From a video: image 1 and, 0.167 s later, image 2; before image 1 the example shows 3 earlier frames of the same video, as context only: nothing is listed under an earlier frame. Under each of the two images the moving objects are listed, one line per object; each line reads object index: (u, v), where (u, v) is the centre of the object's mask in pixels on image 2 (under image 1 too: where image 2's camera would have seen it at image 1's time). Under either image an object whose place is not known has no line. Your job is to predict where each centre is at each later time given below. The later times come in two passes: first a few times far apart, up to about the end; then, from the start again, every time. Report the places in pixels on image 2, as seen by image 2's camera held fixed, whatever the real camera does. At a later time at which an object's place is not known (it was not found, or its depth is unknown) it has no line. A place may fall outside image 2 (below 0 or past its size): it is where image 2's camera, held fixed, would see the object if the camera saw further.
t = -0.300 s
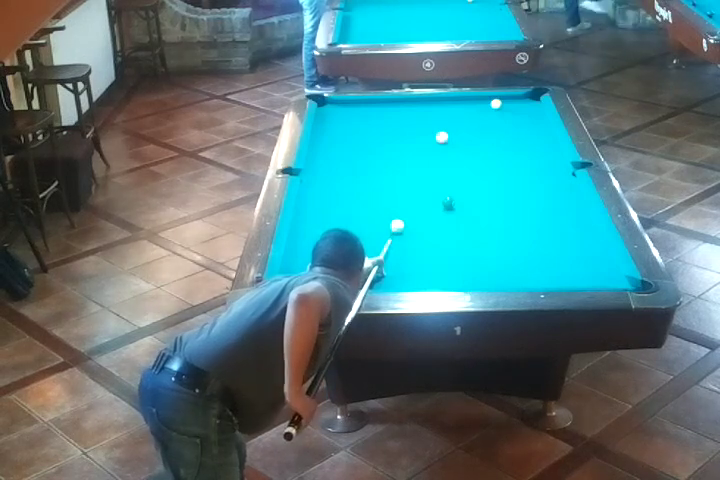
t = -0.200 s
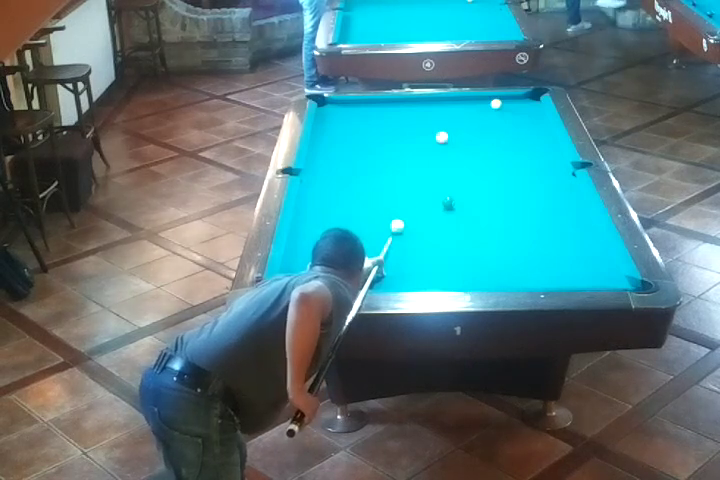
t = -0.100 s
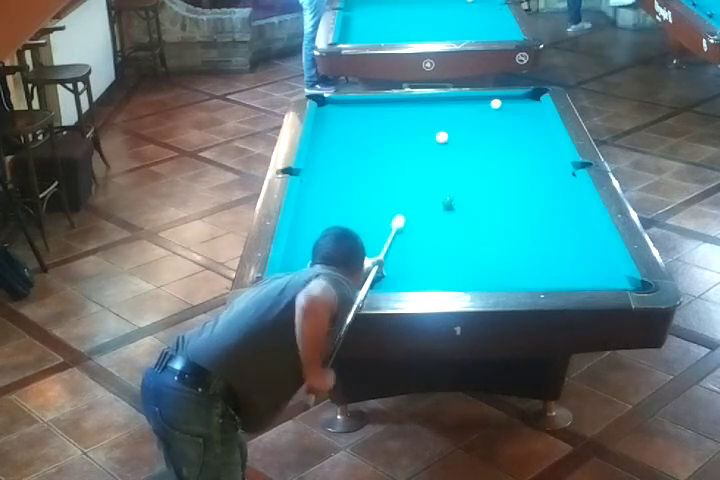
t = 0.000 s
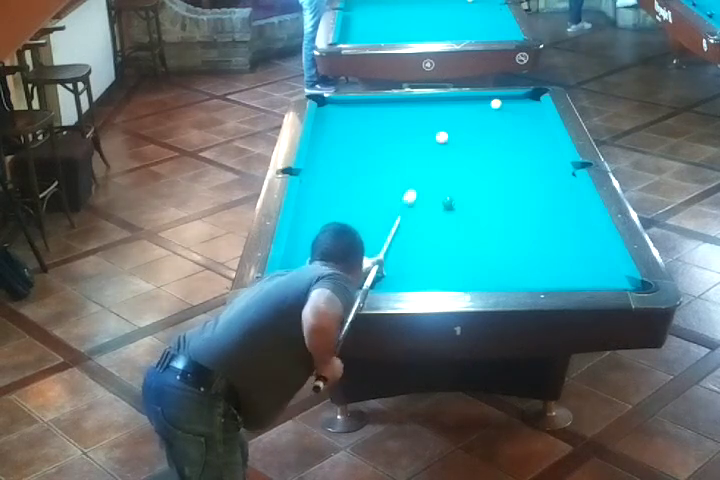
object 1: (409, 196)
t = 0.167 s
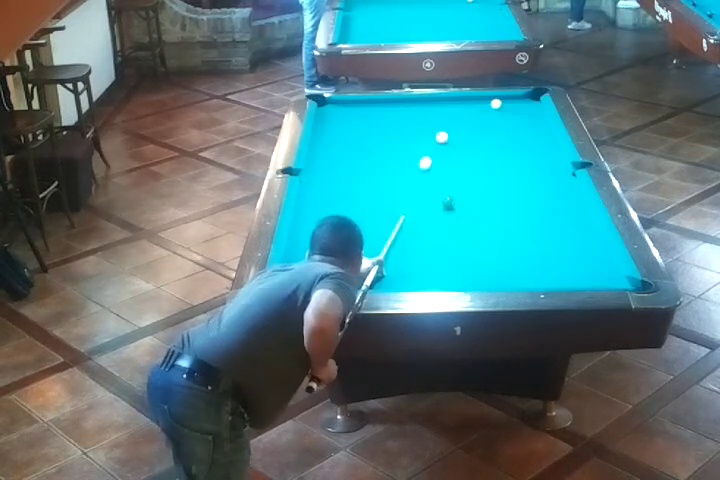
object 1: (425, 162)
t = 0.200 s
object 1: (428, 157)
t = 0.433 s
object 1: (415, 134)
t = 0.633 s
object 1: (393, 122)
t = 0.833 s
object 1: (375, 111)
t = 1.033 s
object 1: (358, 100)
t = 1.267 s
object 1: (342, 107)
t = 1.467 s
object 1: (328, 114)
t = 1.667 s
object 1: (320, 121)
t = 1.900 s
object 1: (327, 127)
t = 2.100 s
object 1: (333, 132)
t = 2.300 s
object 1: (338, 137)
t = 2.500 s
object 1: (344, 143)
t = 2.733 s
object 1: (351, 149)
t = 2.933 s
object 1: (356, 154)
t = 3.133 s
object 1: (362, 158)
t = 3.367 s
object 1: (368, 164)
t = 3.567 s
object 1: (374, 169)
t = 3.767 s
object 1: (379, 173)
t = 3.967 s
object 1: (384, 178)
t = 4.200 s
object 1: (389, 183)
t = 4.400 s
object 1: (393, 187)
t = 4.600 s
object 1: (397, 191)
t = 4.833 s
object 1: (402, 195)
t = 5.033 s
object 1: (406, 199)
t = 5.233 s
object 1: (410, 202)
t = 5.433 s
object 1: (413, 205)
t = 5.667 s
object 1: (416, 208)
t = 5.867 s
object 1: (419, 211)
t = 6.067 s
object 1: (422, 214)
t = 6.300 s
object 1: (424, 216)
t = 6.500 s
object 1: (426, 218)
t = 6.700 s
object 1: (427, 219)
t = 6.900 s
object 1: (428, 220)
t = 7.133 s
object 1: (428, 221)
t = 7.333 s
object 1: (428, 222)
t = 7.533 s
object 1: (428, 222)
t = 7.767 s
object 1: (428, 222)
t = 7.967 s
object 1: (428, 222)
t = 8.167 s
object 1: (428, 222)
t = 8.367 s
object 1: (428, 222)
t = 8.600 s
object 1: (428, 222)
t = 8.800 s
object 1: (428, 222)
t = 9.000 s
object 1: (428, 222)
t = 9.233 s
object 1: (428, 222)
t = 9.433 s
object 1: (428, 222)
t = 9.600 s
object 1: (428, 222)
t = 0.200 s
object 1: (428, 157)
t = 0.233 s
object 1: (430, 151)
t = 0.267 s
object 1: (433, 146)
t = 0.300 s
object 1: (434, 141)
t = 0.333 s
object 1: (431, 138)
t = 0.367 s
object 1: (425, 137)
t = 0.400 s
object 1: (420, 136)
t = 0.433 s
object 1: (415, 134)
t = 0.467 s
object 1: (411, 132)
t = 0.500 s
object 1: (407, 130)
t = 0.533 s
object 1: (403, 128)
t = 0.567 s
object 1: (400, 126)
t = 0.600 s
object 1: (397, 124)
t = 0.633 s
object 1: (393, 122)
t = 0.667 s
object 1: (390, 120)
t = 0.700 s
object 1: (387, 118)
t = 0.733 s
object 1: (384, 116)
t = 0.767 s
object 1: (381, 114)
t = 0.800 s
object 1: (378, 112)
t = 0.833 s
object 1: (375, 111)
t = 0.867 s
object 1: (372, 109)
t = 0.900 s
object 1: (369, 107)
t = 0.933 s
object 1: (366, 105)
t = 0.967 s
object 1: (363, 104)
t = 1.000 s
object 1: (360, 102)
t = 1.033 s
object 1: (358, 100)
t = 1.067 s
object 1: (355, 101)
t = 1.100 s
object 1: (353, 102)
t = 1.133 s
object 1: (351, 103)
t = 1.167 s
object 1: (349, 104)
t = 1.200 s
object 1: (346, 106)
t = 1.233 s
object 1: (344, 107)
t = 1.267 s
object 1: (342, 107)
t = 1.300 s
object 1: (340, 109)
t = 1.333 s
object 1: (337, 110)
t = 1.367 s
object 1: (335, 111)
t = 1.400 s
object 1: (332, 112)
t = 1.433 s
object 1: (330, 113)
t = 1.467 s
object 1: (328, 114)
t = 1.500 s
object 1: (325, 116)
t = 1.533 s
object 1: (323, 117)
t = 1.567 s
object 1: (321, 118)
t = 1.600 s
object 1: (319, 119)
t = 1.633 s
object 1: (319, 120)
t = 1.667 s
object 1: (320, 121)
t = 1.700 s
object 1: (321, 122)
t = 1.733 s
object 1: (322, 123)
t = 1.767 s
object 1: (323, 123)
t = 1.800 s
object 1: (324, 124)
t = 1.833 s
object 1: (325, 125)
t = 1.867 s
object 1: (326, 126)
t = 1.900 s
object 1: (327, 127)
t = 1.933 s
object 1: (327, 128)
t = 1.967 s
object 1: (329, 129)
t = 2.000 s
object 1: (330, 130)
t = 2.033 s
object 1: (330, 131)
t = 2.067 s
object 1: (331, 131)
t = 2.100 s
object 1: (333, 132)
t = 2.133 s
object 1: (333, 133)
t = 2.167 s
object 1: (334, 134)
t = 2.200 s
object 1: (335, 135)
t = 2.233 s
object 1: (336, 136)
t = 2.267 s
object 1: (337, 137)
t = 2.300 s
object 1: (338, 137)
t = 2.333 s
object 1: (339, 138)
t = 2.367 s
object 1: (340, 139)
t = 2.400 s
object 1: (341, 140)
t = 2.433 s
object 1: (342, 141)
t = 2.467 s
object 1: (343, 142)
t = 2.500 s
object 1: (344, 143)
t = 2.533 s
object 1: (345, 144)
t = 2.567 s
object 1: (346, 144)
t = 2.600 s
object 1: (347, 145)
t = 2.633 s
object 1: (348, 146)
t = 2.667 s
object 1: (349, 147)
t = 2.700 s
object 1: (350, 148)
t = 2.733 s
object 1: (351, 149)
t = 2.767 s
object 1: (351, 150)
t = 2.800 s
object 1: (353, 150)
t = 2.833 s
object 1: (353, 151)
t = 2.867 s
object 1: (355, 152)
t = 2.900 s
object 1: (356, 153)
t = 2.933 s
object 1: (356, 154)
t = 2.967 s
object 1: (357, 154)
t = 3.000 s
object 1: (358, 155)
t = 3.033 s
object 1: (359, 156)
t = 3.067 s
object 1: (360, 157)
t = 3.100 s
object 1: (361, 158)
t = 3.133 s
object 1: (362, 158)
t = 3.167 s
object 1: (363, 159)
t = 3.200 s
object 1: (364, 160)
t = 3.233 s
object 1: (365, 161)
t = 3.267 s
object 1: (366, 162)
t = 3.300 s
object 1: (367, 162)
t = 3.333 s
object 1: (367, 163)
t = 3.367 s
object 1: (368, 164)
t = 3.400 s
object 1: (369, 165)
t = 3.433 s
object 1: (370, 166)
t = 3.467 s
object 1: (371, 166)
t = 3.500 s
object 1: (372, 167)
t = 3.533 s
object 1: (373, 168)
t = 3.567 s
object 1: (374, 169)
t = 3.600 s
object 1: (374, 170)
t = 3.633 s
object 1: (375, 170)
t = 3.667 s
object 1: (377, 171)
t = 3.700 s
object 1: (377, 172)
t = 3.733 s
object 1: (378, 173)
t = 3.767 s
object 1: (379, 173)
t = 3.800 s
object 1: (380, 174)
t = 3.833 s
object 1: (381, 175)
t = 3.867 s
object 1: (381, 176)
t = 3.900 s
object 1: (382, 176)
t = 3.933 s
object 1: (383, 177)
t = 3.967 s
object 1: (384, 178)
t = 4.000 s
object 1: (384, 178)
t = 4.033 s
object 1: (385, 179)
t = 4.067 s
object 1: (386, 180)
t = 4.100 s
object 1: (387, 181)
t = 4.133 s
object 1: (388, 181)
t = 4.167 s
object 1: (388, 182)
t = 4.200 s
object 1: (389, 183)
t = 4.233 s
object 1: (390, 183)
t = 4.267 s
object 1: (391, 184)
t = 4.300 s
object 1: (391, 185)
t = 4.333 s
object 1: (392, 186)
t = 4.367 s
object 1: (393, 186)
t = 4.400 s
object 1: (393, 187)
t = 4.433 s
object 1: (394, 188)
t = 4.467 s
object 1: (395, 188)
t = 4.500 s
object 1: (396, 189)
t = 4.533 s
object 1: (396, 190)
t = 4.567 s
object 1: (397, 190)
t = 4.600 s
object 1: (397, 191)
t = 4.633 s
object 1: (398, 191)
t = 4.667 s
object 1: (399, 192)
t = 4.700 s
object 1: (400, 193)
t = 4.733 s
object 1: (400, 193)
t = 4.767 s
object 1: (401, 194)
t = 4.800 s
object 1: (402, 195)
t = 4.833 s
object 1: (402, 195)
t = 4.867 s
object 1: (403, 196)
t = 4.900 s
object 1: (404, 197)
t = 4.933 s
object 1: (404, 197)
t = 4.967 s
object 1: (405, 198)
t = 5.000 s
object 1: (405, 198)
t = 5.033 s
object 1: (406, 199)
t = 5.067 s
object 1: (407, 199)
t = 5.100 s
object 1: (407, 200)
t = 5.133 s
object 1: (408, 201)
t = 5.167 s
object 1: (408, 201)
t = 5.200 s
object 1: (409, 202)
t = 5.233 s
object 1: (410, 202)
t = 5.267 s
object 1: (410, 203)
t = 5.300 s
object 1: (411, 203)
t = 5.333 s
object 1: (411, 204)
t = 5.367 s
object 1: (412, 204)
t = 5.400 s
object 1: (412, 205)
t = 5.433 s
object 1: (413, 205)
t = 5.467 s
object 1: (413, 206)
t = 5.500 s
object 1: (414, 206)
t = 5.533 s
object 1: (414, 207)
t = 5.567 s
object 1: (415, 207)
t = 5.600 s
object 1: (415, 208)
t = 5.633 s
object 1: (416, 208)
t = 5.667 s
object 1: (416, 208)
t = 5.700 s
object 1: (417, 209)
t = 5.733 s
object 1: (417, 210)
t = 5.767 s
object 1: (418, 210)
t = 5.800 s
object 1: (418, 210)
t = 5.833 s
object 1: (419, 211)
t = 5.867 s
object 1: (419, 211)
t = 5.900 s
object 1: (420, 211)
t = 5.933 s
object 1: (420, 212)
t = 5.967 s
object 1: (420, 212)
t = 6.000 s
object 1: (421, 213)
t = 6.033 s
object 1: (421, 213)
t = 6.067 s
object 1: (422, 214)
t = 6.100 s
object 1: (422, 214)
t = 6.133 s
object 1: (422, 214)
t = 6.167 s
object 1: (423, 214)
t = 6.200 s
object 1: (423, 215)
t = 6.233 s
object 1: (424, 215)
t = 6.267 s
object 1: (424, 216)
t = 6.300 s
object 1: (424, 216)
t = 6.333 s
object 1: (424, 216)
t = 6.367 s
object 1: (425, 216)
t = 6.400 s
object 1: (425, 217)
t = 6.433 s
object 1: (425, 217)
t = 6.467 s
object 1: (425, 217)
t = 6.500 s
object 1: (426, 218)
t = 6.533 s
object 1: (426, 218)
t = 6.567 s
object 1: (426, 218)
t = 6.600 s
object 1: (426, 218)
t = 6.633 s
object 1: (427, 218)
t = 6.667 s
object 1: (427, 219)
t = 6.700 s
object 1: (427, 219)
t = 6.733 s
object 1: (427, 219)
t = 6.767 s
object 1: (427, 220)
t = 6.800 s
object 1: (428, 220)
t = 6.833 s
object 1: (428, 220)
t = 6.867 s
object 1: (428, 220)
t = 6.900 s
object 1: (428, 220)
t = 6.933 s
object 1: (428, 221)
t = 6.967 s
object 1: (428, 221)
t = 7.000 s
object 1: (428, 221)
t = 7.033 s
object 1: (428, 221)
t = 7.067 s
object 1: (428, 221)
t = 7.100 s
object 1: (428, 221)
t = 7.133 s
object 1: (428, 221)
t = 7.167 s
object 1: (428, 221)
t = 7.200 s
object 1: (428, 221)
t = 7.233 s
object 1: (428, 222)
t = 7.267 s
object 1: (428, 222)
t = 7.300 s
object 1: (428, 222)
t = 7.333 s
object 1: (428, 222)
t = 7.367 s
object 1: (428, 222)
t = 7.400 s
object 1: (428, 222)
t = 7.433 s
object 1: (428, 222)
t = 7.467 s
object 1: (428, 222)
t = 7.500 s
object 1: (428, 222)
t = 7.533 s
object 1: (428, 222)
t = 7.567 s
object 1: (428, 222)
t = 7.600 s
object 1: (428, 222)
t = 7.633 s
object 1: (428, 222)
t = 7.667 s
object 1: (428, 222)
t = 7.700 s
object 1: (428, 222)
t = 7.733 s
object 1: (428, 222)
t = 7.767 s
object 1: (428, 222)
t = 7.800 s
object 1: (428, 222)
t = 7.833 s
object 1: (428, 222)
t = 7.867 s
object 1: (428, 222)
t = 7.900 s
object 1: (428, 222)
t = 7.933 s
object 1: (428, 222)
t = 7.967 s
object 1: (428, 222)
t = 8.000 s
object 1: (428, 222)
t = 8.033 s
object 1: (428, 222)
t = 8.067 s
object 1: (428, 222)
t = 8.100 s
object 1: (428, 222)
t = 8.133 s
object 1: (428, 222)
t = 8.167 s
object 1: (428, 222)
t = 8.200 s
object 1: (428, 222)
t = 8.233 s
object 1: (428, 222)
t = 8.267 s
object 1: (428, 222)
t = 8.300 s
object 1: (428, 222)
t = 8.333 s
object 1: (428, 222)
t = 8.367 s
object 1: (428, 222)
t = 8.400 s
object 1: (428, 222)
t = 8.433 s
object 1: (428, 222)
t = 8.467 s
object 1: (428, 222)
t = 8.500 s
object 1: (428, 222)
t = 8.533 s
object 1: (428, 222)
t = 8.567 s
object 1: (428, 222)
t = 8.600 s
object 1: (428, 222)
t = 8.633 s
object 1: (428, 222)
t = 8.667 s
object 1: (428, 222)
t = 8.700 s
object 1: (428, 222)
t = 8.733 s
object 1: (428, 222)
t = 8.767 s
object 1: (428, 222)
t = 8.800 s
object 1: (428, 222)
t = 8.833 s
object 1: (428, 222)
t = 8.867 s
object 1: (428, 222)
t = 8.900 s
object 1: (428, 222)
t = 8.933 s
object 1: (428, 222)
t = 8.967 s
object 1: (428, 222)
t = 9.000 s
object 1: (428, 222)
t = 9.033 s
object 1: (428, 222)
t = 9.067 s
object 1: (428, 222)
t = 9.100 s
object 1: (428, 222)
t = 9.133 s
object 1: (428, 222)
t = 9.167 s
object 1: (428, 222)
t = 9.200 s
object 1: (428, 222)
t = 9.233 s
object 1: (428, 222)
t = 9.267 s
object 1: (428, 222)
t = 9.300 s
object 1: (428, 222)
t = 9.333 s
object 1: (428, 222)
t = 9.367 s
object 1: (428, 222)
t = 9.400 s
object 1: (428, 222)
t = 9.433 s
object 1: (428, 222)
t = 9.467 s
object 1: (428, 222)
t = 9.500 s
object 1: (428, 222)
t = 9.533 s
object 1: (428, 222)
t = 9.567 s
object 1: (428, 222)
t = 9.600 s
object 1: (428, 222)
